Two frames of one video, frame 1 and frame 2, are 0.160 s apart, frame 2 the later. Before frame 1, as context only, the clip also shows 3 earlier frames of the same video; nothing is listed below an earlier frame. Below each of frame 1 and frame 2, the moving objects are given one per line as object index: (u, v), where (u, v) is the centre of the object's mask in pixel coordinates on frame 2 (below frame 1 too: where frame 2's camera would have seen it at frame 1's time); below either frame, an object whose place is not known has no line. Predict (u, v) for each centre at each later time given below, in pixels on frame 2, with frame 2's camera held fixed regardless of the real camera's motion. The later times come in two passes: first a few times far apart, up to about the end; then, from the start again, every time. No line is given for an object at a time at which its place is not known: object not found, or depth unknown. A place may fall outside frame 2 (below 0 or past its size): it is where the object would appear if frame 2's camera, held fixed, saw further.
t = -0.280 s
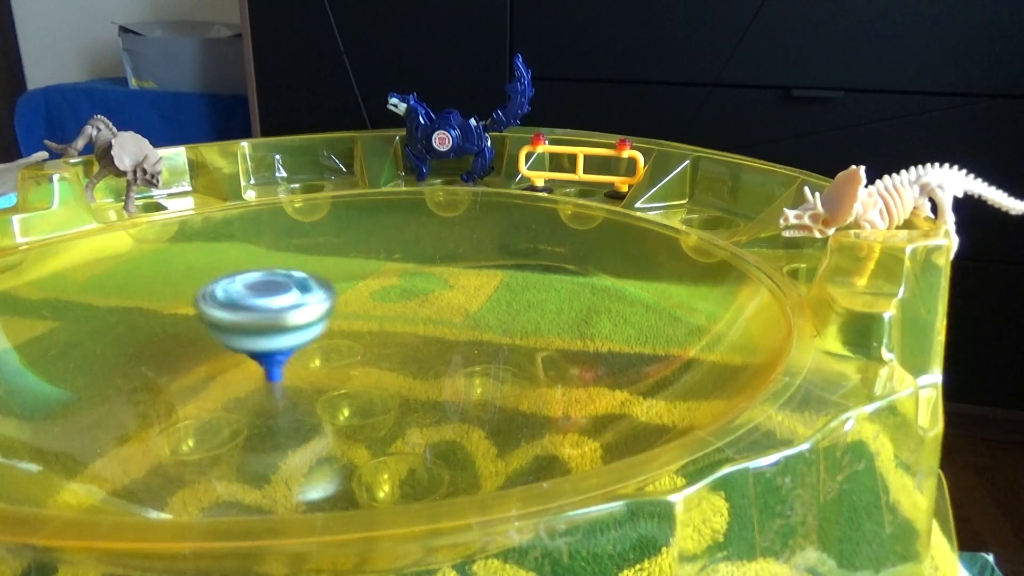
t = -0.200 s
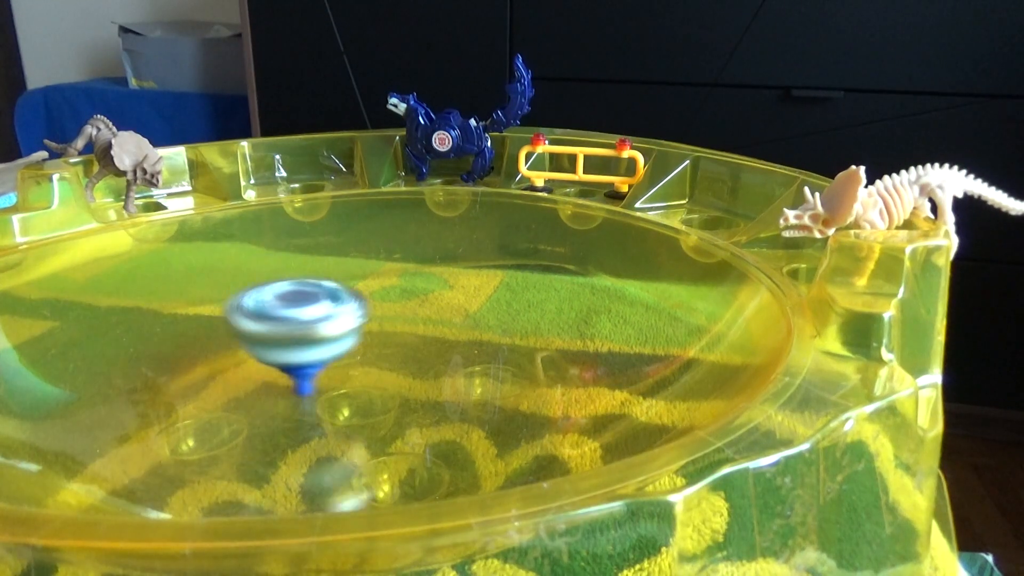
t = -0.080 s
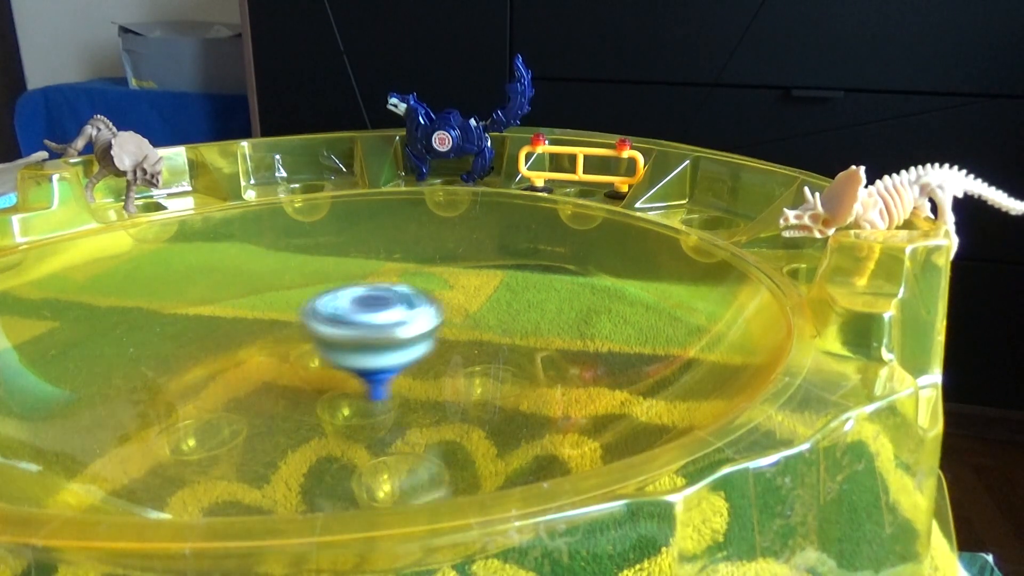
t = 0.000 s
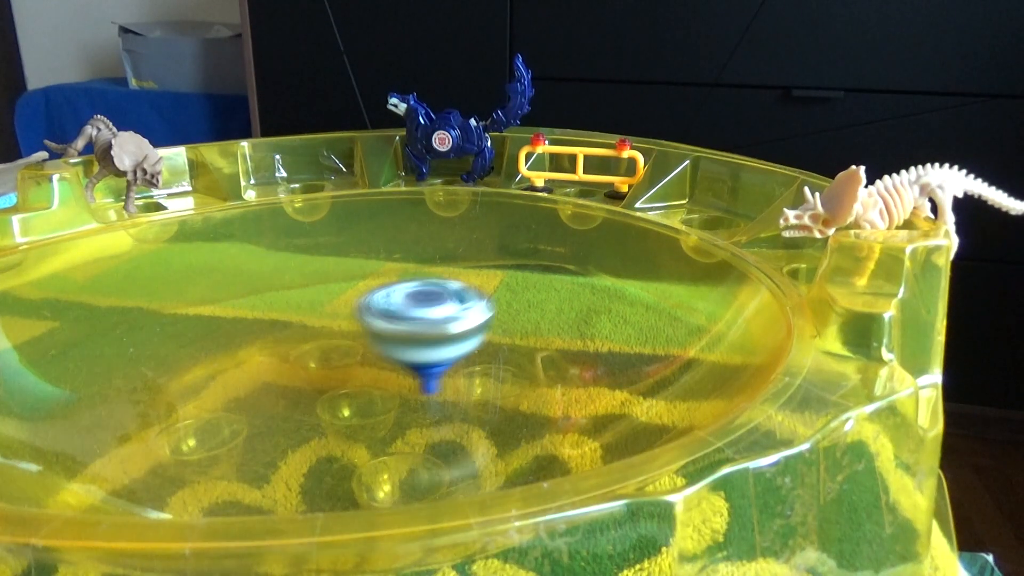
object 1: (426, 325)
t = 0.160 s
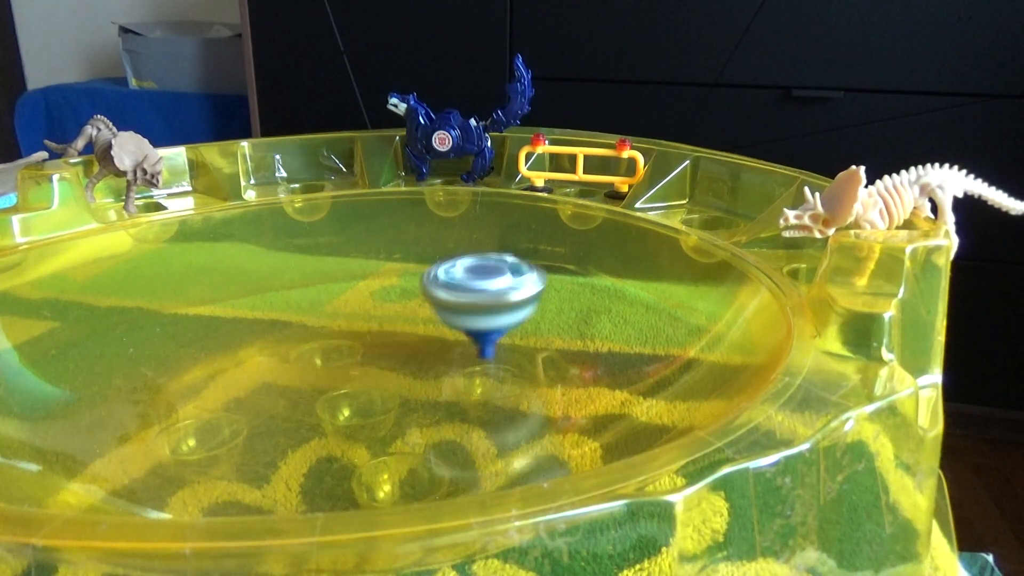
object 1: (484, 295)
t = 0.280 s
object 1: (448, 270)
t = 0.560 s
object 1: (115, 295)
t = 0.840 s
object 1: (381, 438)
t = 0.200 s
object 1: (480, 286)
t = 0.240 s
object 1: (468, 277)
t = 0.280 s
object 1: (448, 270)
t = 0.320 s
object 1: (419, 264)
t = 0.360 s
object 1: (383, 259)
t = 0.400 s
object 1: (339, 259)
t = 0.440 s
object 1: (289, 262)
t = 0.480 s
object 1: (234, 268)
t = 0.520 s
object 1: (174, 280)
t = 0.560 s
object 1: (115, 295)
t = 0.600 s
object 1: (70, 316)
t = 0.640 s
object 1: (53, 342)
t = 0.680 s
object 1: (51, 374)
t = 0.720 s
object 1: (72, 408)
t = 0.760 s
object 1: (122, 434)
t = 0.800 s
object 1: (235, 446)
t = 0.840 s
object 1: (381, 438)
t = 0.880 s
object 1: (518, 413)
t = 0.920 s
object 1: (621, 373)
